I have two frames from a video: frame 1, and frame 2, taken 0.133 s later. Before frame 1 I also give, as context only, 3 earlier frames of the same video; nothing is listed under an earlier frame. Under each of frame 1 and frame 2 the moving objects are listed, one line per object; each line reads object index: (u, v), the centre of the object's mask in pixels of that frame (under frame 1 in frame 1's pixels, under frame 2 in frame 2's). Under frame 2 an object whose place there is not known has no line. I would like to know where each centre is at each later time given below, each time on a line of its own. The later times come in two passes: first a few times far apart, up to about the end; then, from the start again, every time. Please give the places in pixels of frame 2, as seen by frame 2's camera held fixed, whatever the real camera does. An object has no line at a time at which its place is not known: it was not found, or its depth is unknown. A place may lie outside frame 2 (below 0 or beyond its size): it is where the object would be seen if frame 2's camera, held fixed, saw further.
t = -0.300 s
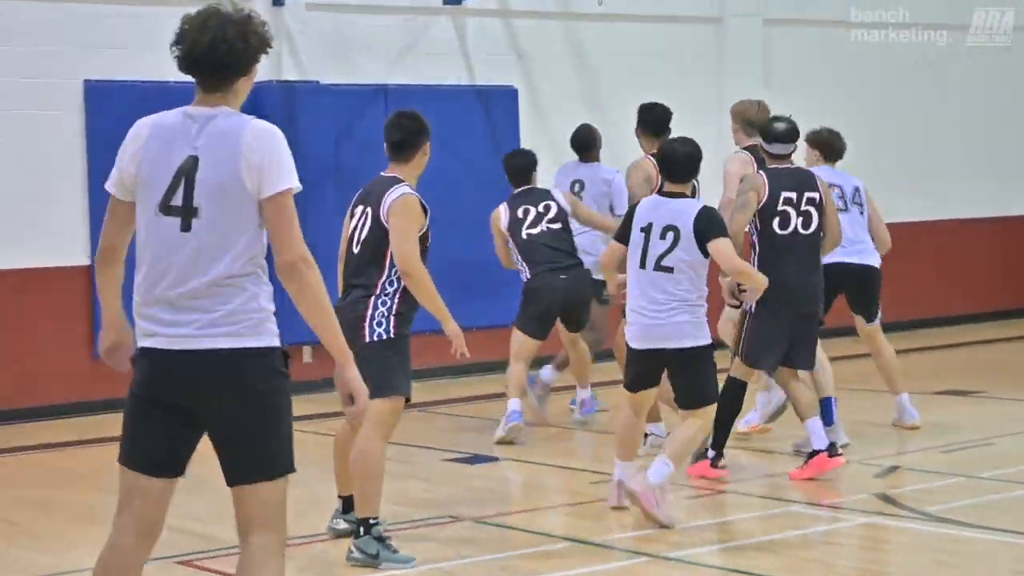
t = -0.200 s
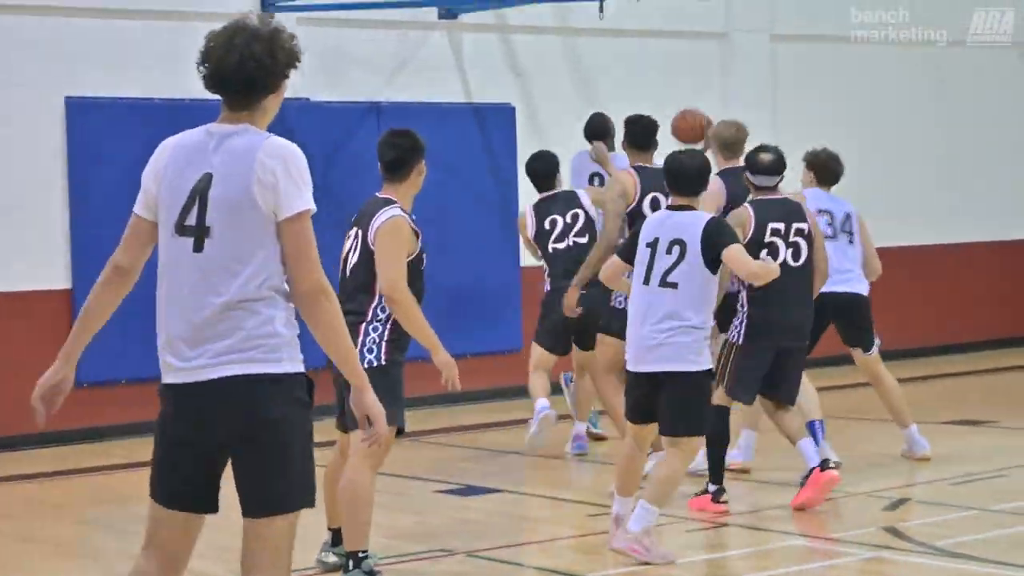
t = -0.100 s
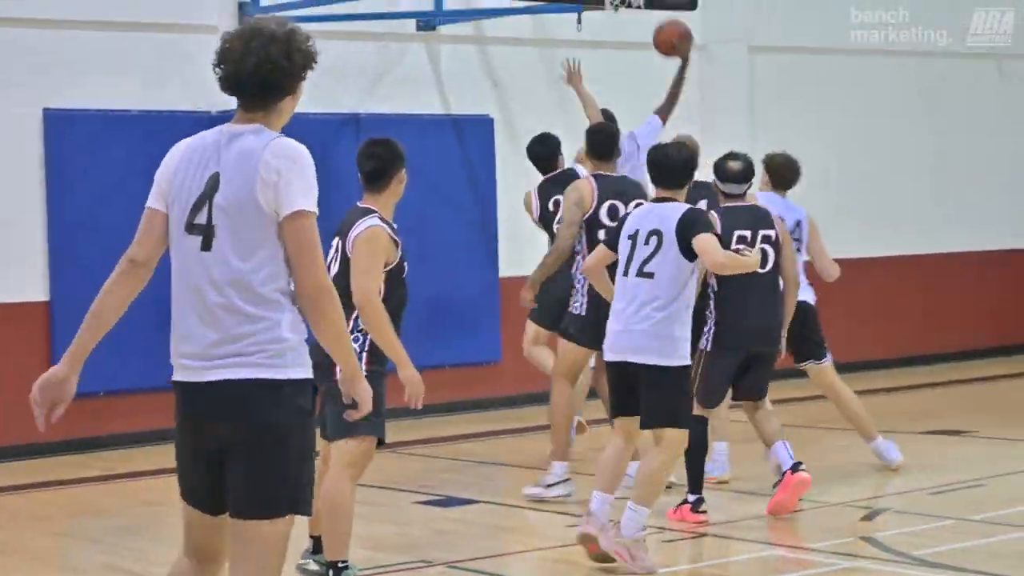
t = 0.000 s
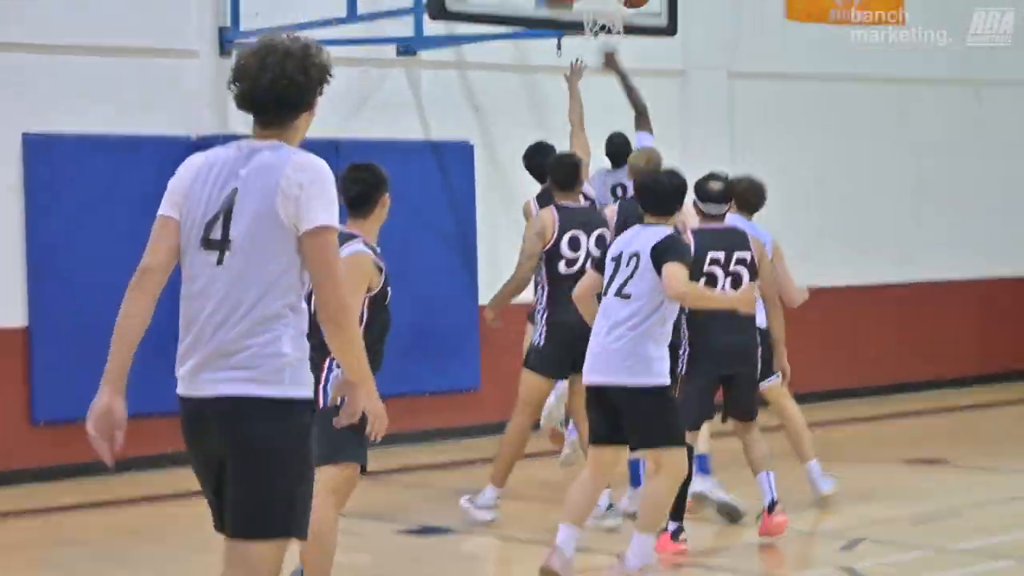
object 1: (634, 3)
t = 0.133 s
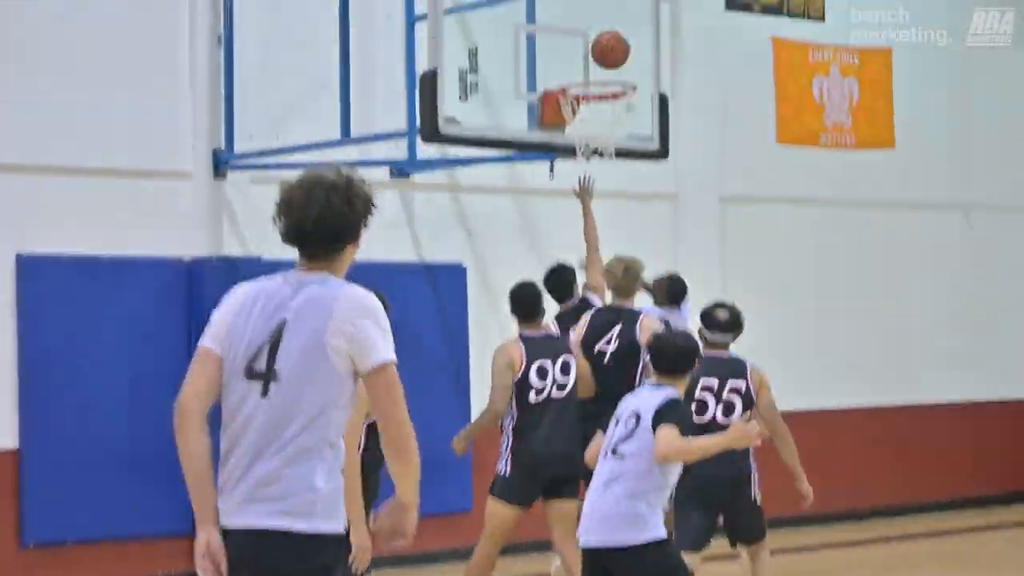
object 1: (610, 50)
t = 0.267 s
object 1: (607, 33)
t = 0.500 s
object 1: (603, 73)
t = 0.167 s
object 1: (609, 43)
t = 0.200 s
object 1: (609, 38)
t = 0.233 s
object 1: (608, 34)
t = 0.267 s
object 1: (607, 33)
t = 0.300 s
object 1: (606, 33)
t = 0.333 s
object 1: (606, 35)
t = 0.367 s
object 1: (605, 39)
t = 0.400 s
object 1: (605, 45)
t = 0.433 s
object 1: (605, 52)
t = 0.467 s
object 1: (604, 61)
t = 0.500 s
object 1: (603, 73)
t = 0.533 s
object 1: (604, 86)
